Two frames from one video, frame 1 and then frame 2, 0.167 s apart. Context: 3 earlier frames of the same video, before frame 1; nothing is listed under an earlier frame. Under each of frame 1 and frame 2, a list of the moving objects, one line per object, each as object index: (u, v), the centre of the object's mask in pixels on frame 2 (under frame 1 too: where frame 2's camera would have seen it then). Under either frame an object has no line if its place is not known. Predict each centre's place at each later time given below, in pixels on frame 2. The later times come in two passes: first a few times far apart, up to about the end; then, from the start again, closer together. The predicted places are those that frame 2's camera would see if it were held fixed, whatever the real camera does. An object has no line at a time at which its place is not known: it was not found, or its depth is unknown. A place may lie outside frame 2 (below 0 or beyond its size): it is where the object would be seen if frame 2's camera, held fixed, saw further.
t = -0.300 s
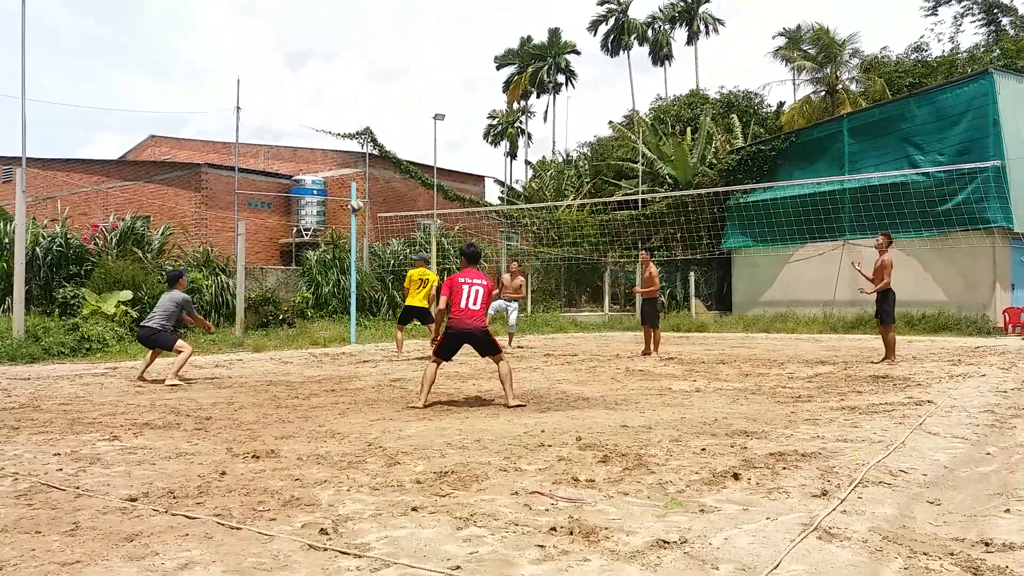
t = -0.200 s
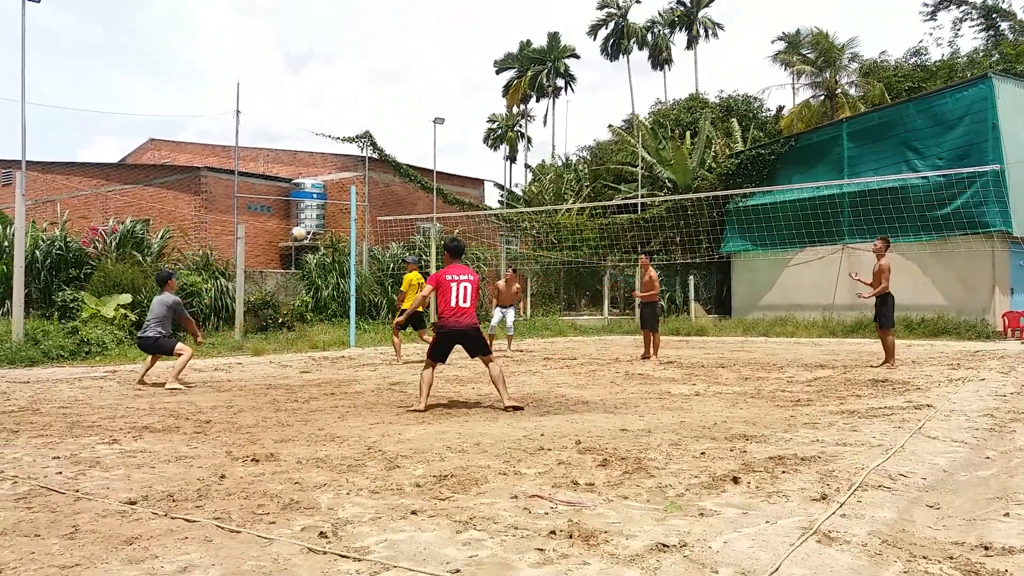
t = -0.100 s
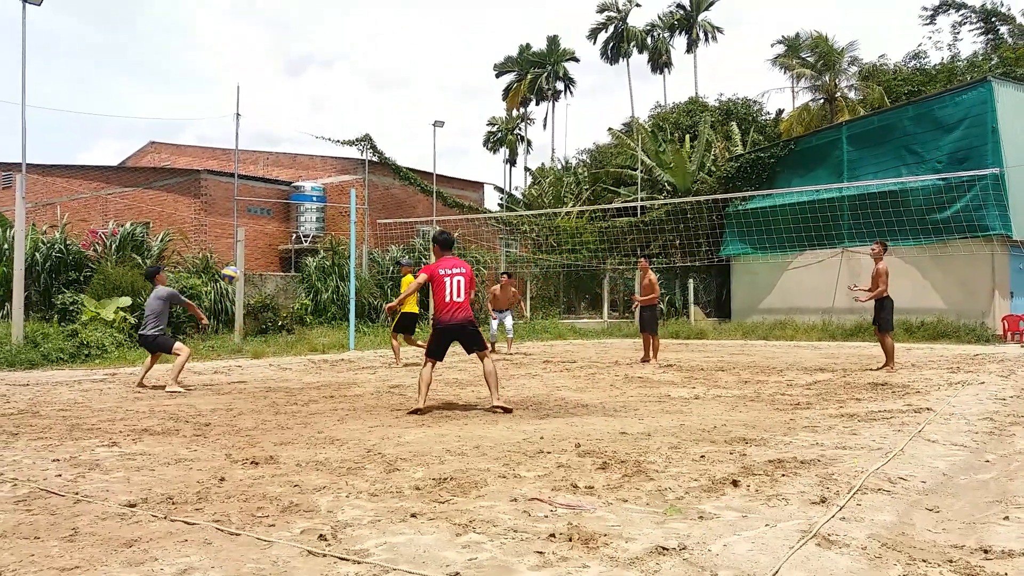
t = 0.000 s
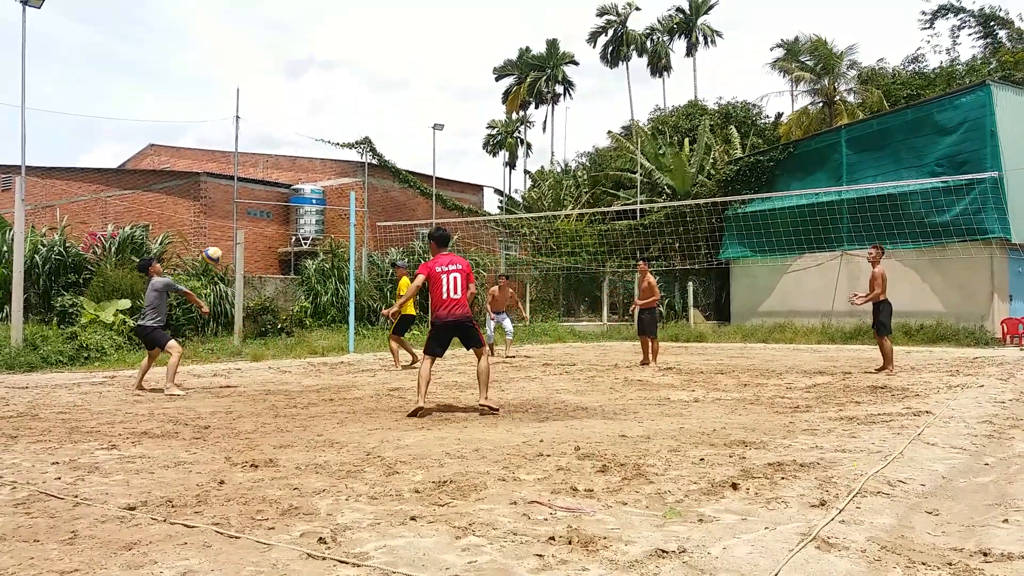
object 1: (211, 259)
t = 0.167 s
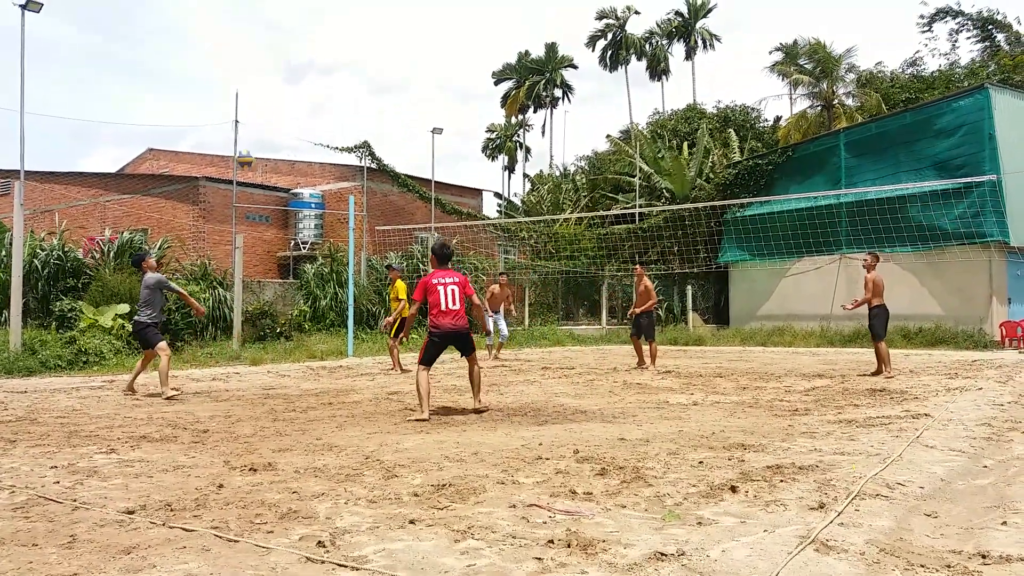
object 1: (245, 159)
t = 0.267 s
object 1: (263, 110)
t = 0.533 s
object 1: (311, 22)
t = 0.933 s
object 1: (379, 0)
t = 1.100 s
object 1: (407, 30)
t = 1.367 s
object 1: (450, 131)
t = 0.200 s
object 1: (251, 142)
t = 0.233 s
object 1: (257, 126)
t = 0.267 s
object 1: (263, 110)
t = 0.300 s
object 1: (270, 96)
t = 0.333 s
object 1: (276, 82)
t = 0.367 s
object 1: (282, 70)
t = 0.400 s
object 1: (288, 58)
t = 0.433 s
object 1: (293, 48)
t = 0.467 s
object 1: (299, 38)
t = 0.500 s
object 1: (305, 29)
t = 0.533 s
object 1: (311, 22)
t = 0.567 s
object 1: (317, 14)
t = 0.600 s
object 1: (323, 8)
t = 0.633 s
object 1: (328, 3)
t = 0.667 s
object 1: (334, 1)
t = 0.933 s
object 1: (379, 0)
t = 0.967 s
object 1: (385, 3)
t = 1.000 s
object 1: (390, 9)
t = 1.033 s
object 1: (396, 15)
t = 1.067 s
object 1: (402, 22)
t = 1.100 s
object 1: (407, 30)
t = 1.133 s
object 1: (412, 40)
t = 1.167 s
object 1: (418, 50)
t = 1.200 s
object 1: (424, 61)
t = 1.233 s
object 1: (429, 73)
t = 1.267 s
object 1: (435, 86)
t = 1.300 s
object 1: (440, 100)
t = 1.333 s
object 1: (445, 114)
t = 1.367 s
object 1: (450, 131)
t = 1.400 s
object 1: (456, 148)
